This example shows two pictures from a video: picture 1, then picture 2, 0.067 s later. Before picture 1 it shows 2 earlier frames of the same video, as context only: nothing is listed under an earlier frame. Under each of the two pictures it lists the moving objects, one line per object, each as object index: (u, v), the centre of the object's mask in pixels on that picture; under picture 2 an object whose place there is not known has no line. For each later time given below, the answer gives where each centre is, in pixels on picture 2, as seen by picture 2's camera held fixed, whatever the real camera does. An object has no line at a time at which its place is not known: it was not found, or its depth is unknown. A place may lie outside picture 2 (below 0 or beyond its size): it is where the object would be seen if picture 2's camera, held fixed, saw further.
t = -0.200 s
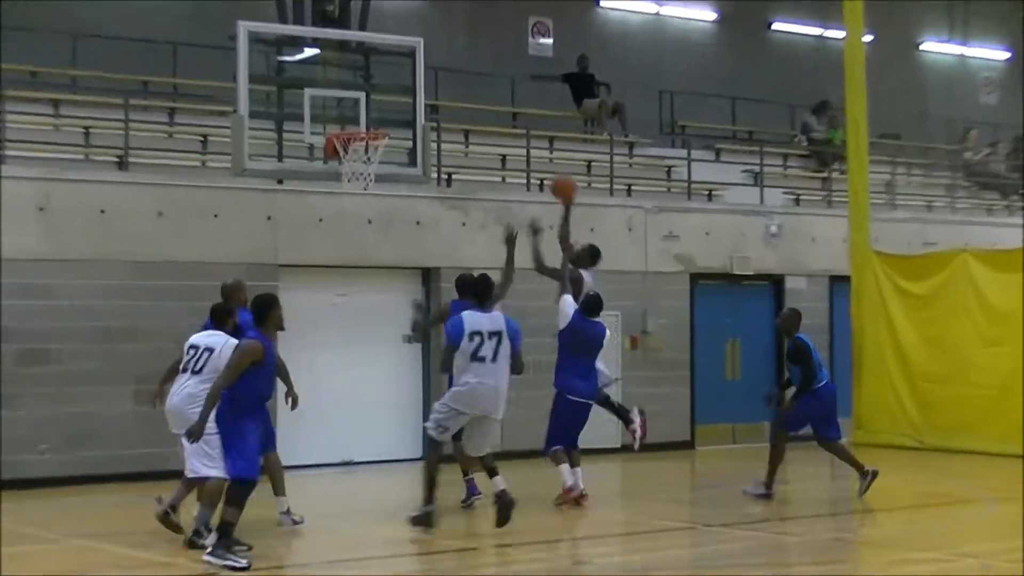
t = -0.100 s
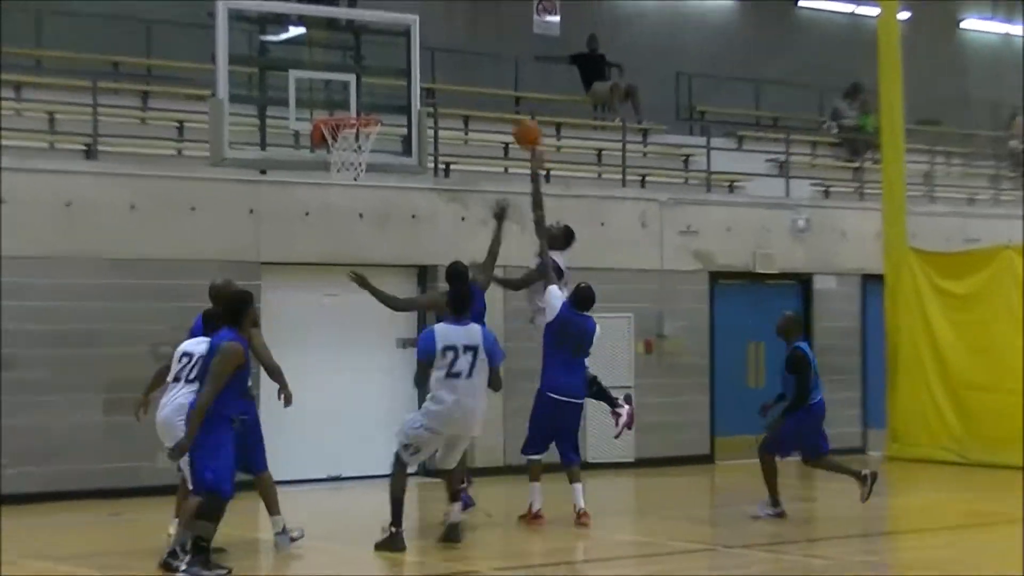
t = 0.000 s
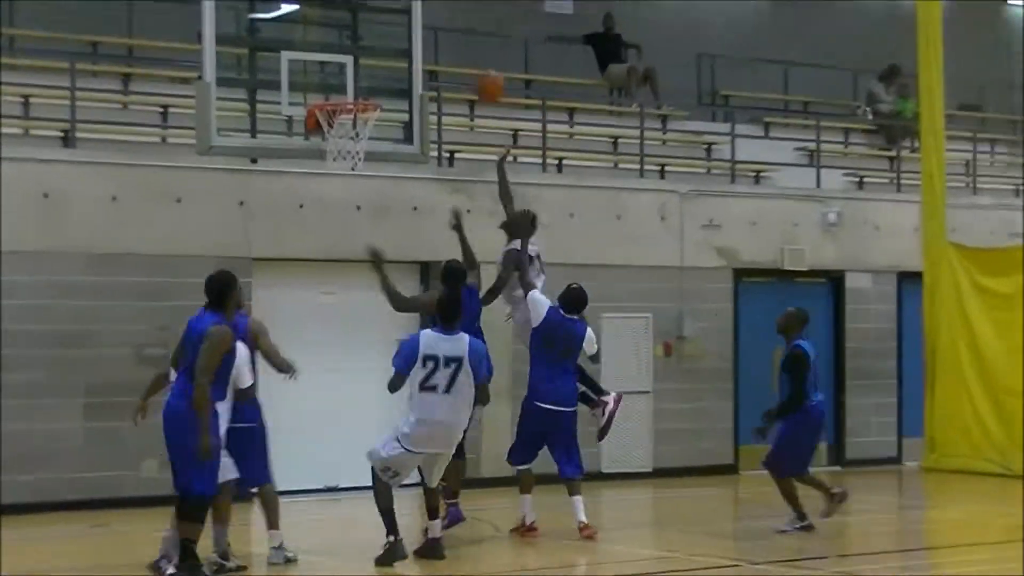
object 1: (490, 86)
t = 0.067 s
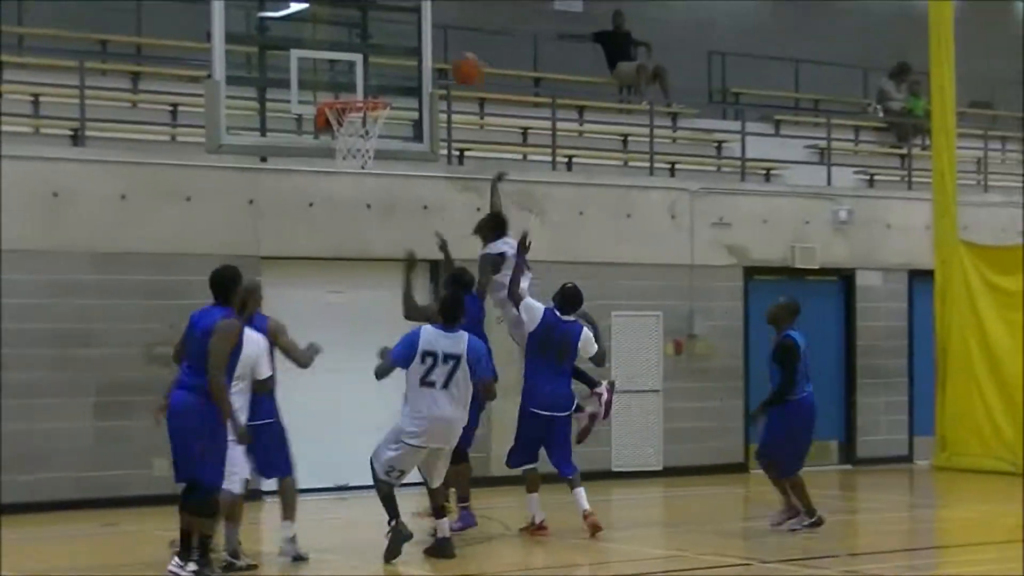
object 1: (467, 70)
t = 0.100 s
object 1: (451, 64)
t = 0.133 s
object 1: (434, 59)
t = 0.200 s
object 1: (408, 56)
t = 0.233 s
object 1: (405, 55)
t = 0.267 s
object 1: (401, 55)
